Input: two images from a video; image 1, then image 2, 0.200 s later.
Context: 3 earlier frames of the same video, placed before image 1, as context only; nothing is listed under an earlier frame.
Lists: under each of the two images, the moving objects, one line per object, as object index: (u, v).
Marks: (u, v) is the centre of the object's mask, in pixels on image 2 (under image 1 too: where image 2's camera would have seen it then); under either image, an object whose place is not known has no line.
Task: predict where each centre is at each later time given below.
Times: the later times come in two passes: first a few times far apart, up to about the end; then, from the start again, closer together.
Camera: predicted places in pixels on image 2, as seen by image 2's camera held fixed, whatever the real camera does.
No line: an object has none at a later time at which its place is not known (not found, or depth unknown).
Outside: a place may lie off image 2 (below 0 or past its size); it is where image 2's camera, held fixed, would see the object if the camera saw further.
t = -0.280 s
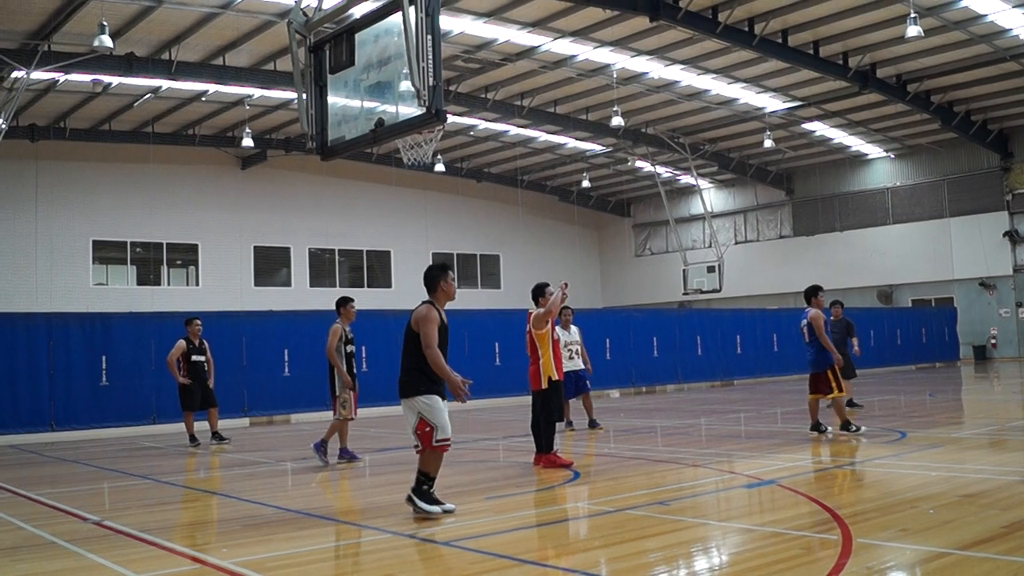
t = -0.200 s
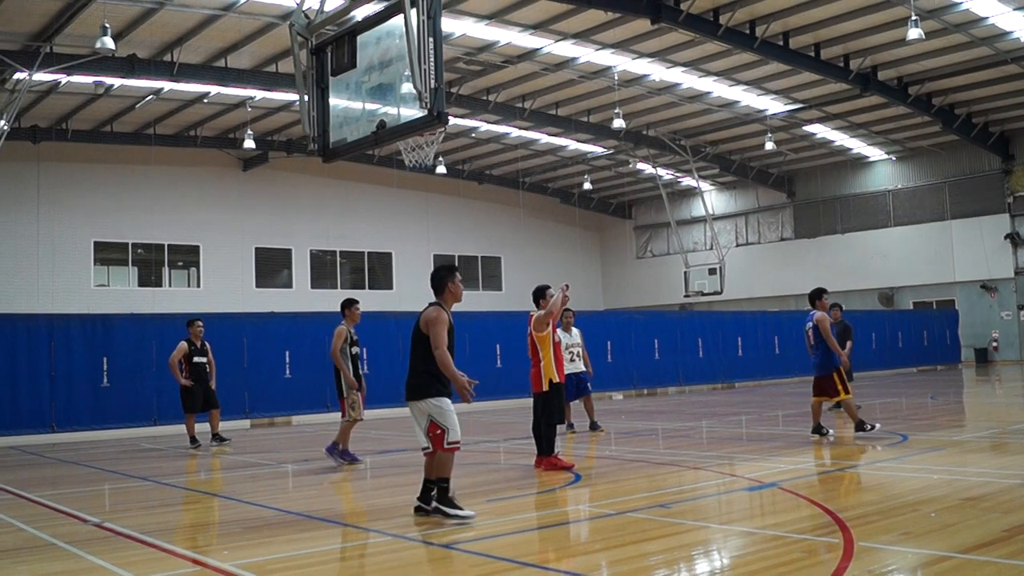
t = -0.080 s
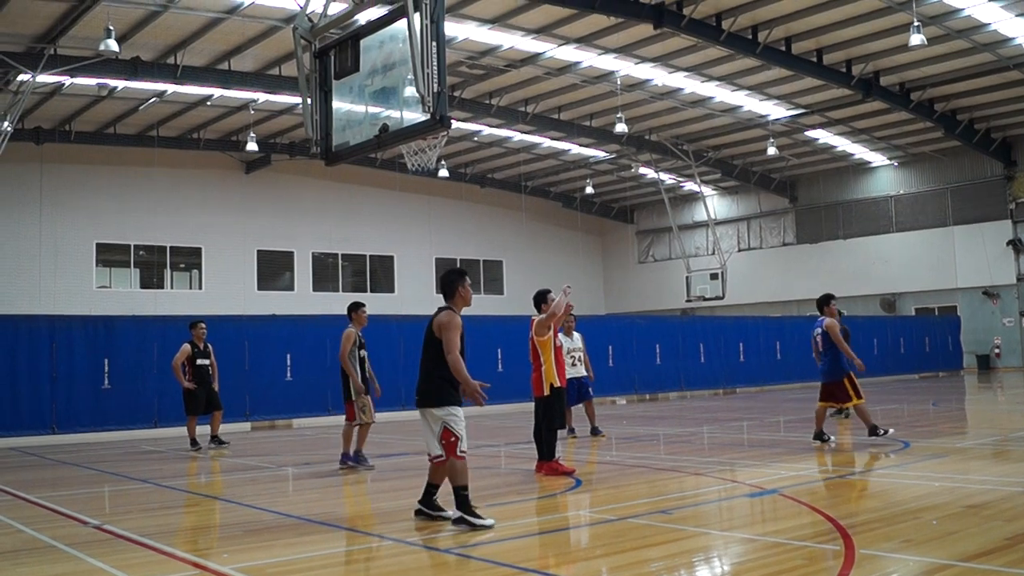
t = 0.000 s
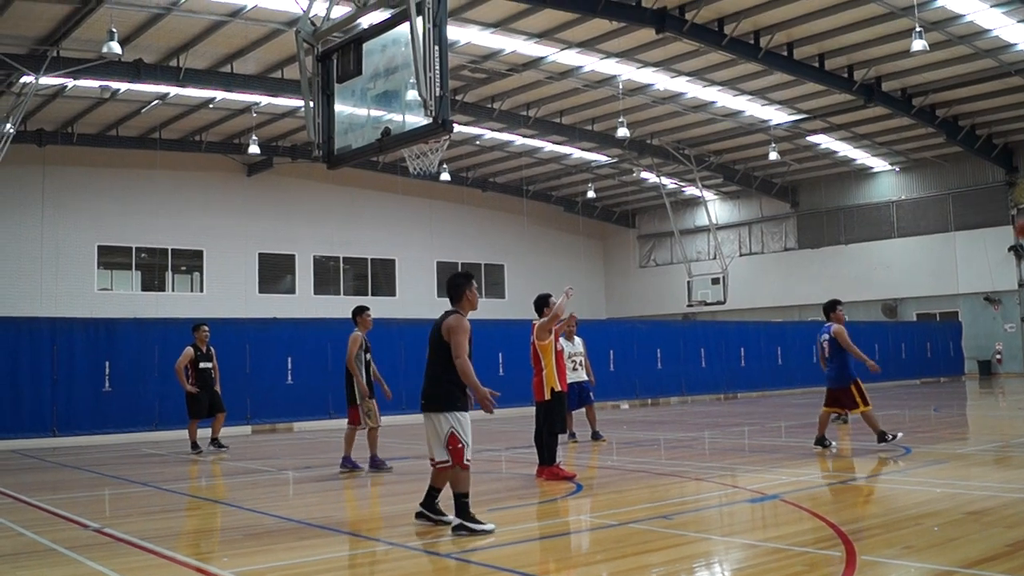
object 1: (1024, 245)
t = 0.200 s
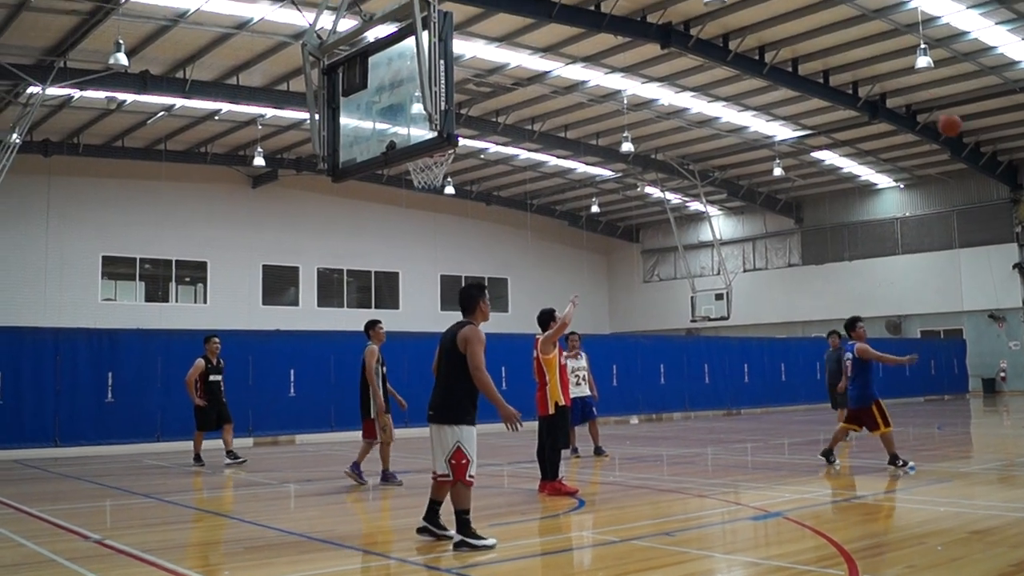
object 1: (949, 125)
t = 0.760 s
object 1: (718, -32)
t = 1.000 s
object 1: (616, -13)
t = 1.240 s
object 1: (508, 70)
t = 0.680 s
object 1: (752, -26)
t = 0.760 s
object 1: (718, -32)
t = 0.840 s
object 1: (684, -32)
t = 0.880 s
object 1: (668, -30)
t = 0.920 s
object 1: (651, -26)
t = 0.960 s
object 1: (634, -20)
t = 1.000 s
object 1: (616, -13)
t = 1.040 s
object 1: (599, -4)
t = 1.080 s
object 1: (581, 7)
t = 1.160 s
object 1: (545, 34)
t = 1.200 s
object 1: (528, 49)
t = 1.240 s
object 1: (508, 70)
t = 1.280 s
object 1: (490, 89)
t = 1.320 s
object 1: (472, 110)
